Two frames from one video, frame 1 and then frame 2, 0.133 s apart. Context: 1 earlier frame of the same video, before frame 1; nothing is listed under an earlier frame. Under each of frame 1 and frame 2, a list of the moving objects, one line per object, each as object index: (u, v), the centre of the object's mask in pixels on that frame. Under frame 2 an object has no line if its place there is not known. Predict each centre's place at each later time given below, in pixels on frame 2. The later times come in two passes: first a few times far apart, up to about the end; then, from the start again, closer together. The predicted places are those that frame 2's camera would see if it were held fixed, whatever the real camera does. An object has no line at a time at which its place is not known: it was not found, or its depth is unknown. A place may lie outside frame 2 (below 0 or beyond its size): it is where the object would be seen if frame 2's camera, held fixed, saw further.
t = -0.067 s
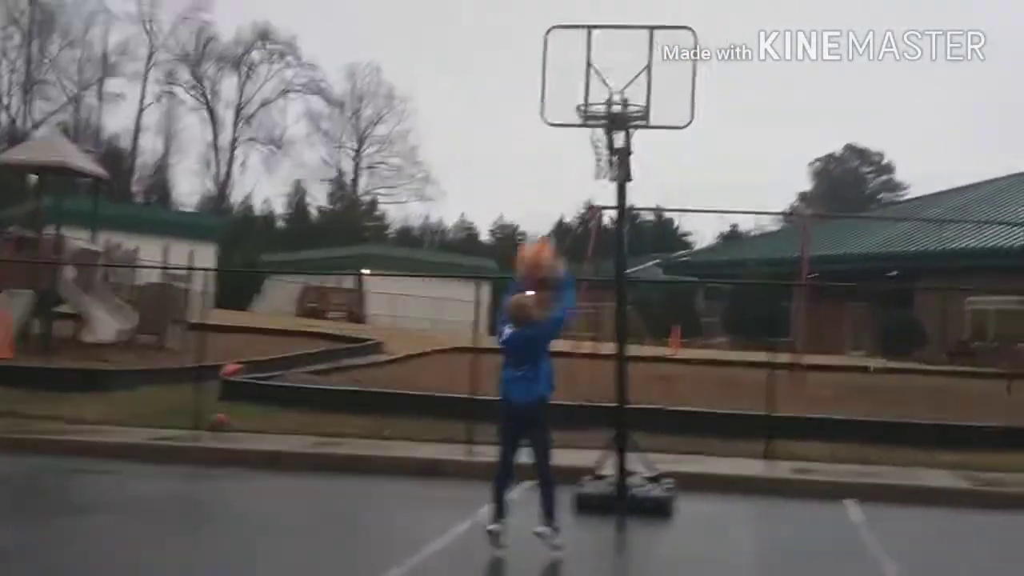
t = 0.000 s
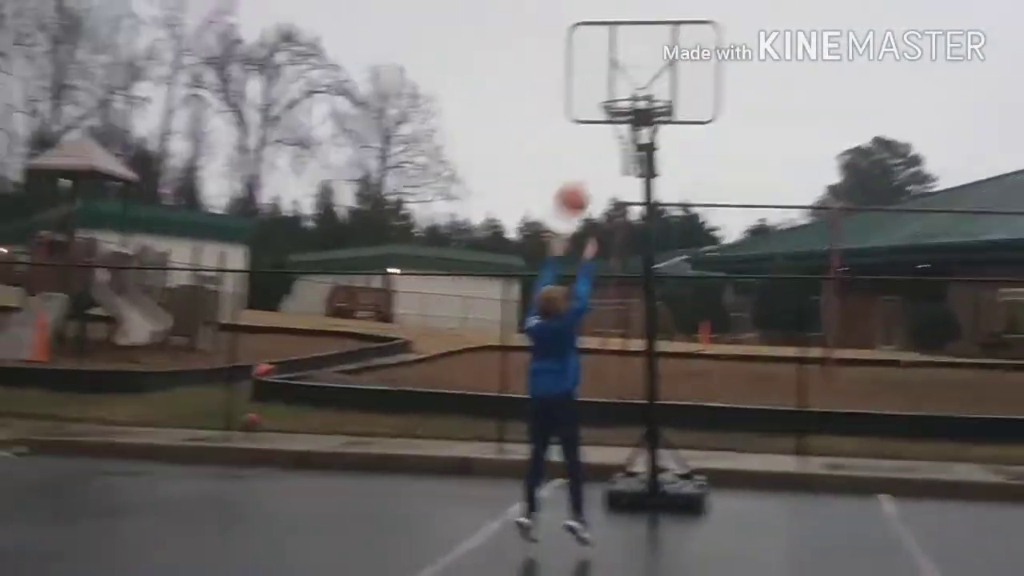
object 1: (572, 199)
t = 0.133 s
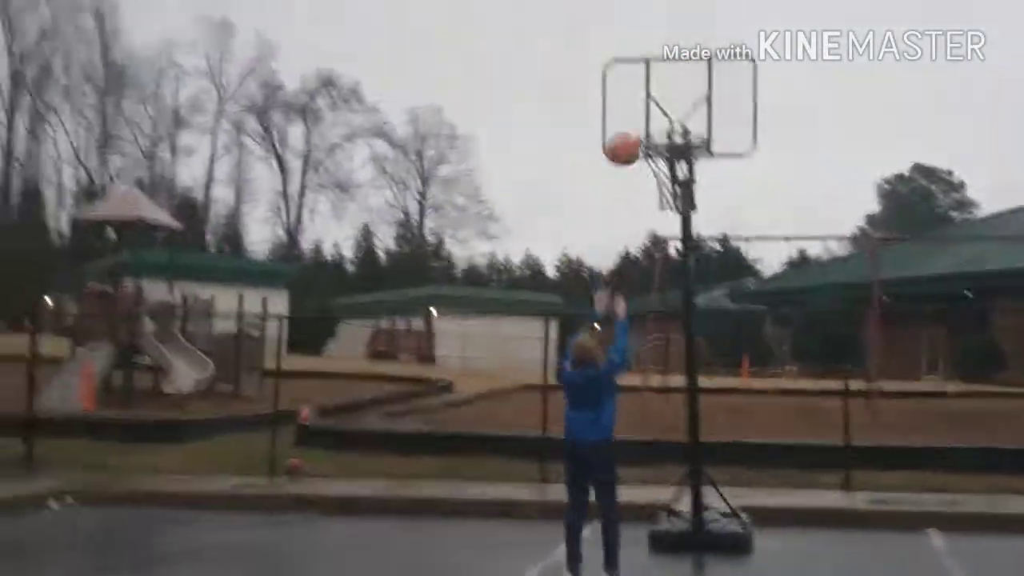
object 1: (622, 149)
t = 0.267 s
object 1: (641, 99)
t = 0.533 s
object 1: (660, 69)
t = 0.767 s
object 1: (674, 101)
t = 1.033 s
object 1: (680, 198)
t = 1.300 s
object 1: (673, 328)
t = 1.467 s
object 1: (671, 468)
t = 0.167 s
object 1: (628, 136)
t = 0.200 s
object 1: (633, 123)
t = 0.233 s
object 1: (637, 111)
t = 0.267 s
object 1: (641, 99)
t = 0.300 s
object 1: (644, 90)
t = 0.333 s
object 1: (646, 81)
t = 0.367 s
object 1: (649, 75)
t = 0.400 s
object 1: (651, 71)
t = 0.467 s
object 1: (654, 67)
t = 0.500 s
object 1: (657, 68)
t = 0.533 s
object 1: (660, 69)
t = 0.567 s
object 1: (663, 70)
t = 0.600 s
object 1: (664, 74)
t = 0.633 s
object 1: (667, 79)
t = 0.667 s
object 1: (669, 85)
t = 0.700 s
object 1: (671, 87)
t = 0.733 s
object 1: (673, 93)
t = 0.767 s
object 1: (674, 101)
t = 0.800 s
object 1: (675, 110)
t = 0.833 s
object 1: (675, 119)
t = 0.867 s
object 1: (677, 130)
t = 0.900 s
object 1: (678, 138)
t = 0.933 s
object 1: (682, 155)
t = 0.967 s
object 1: (682, 171)
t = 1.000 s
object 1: (680, 187)
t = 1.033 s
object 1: (680, 198)
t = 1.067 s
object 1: (679, 208)
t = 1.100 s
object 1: (678, 220)
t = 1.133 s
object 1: (678, 234)
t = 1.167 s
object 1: (677, 250)
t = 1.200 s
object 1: (677, 267)
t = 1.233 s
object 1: (676, 286)
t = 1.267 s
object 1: (674, 306)
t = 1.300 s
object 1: (673, 328)
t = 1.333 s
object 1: (673, 353)
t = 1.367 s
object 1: (672, 378)
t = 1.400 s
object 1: (672, 408)
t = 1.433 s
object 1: (671, 440)
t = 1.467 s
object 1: (671, 468)
